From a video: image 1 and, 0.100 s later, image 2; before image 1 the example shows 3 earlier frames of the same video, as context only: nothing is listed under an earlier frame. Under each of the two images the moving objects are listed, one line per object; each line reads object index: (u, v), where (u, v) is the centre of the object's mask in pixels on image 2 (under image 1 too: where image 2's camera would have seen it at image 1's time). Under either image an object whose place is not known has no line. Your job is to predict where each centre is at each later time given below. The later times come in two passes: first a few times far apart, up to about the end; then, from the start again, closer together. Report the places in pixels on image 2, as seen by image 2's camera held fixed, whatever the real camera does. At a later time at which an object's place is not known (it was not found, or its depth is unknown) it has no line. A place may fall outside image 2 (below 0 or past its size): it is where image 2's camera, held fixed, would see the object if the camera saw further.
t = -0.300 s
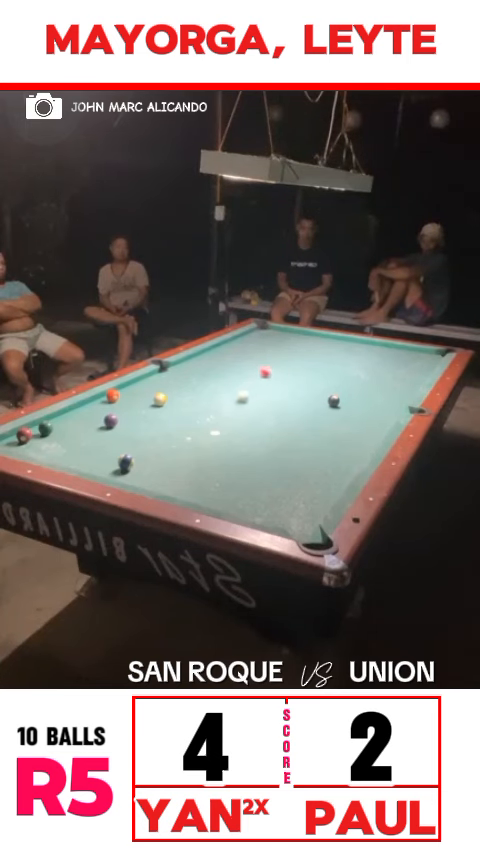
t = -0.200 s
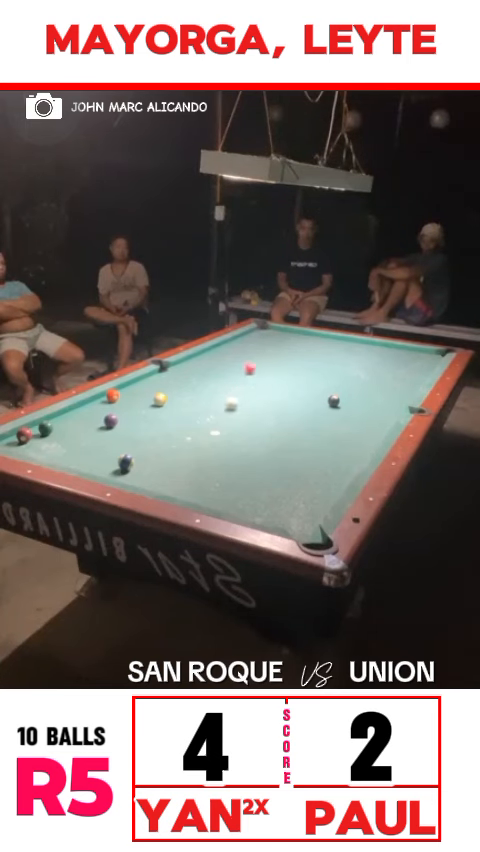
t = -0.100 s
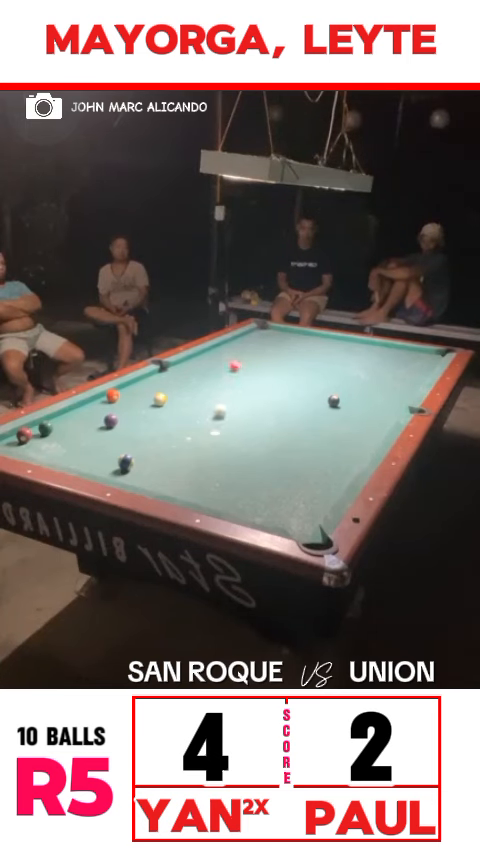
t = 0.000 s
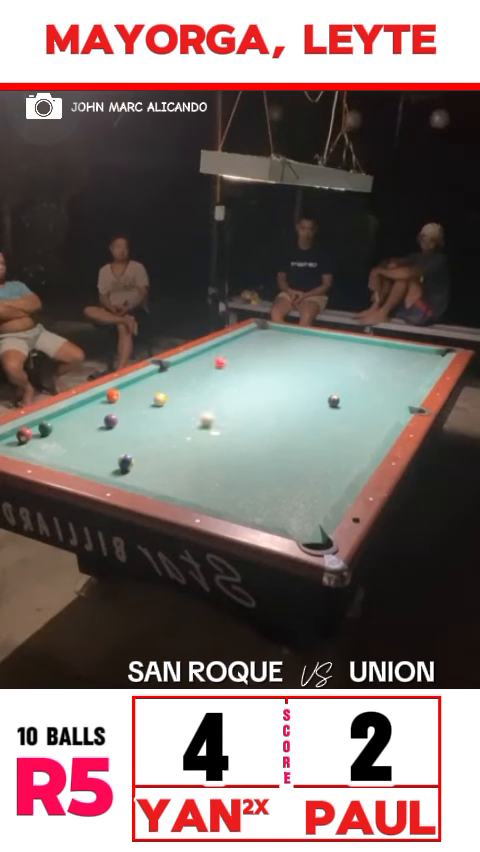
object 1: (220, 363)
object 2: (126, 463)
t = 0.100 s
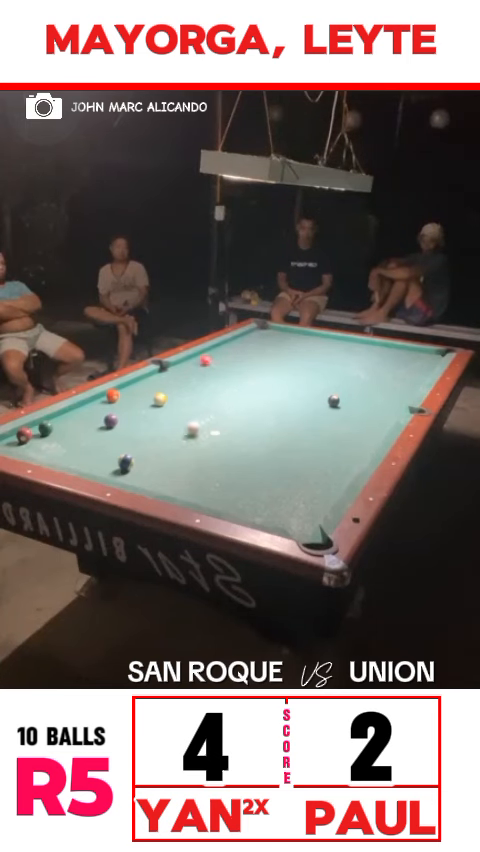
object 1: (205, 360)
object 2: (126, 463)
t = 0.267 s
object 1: (193, 358)
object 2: (126, 463)
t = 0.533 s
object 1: (216, 362)
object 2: (115, 462)
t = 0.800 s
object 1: (236, 366)
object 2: (92, 461)
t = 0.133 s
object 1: (201, 360)
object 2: (126, 463)
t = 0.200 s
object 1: (191, 358)
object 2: (126, 463)
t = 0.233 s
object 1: (191, 358)
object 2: (126, 463)
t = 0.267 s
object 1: (193, 358)
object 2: (126, 463)
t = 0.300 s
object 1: (197, 358)
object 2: (126, 463)
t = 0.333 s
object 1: (199, 359)
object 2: (126, 463)
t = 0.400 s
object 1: (204, 361)
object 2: (126, 463)
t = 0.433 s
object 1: (207, 361)
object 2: (124, 463)
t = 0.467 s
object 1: (210, 361)
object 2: (120, 463)
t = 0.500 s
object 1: (213, 362)
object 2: (118, 463)
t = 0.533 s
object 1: (216, 362)
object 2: (115, 462)
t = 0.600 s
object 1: (221, 363)
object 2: (109, 462)
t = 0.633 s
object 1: (224, 364)
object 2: (106, 462)
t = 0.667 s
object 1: (226, 364)
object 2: (103, 462)
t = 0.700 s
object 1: (229, 364)
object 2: (100, 461)
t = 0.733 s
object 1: (232, 365)
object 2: (97, 461)
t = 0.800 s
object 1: (236, 366)
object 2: (92, 461)
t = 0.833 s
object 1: (239, 367)
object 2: (90, 460)
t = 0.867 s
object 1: (242, 367)
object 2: (87, 460)
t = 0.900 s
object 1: (245, 368)
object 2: (84, 459)
